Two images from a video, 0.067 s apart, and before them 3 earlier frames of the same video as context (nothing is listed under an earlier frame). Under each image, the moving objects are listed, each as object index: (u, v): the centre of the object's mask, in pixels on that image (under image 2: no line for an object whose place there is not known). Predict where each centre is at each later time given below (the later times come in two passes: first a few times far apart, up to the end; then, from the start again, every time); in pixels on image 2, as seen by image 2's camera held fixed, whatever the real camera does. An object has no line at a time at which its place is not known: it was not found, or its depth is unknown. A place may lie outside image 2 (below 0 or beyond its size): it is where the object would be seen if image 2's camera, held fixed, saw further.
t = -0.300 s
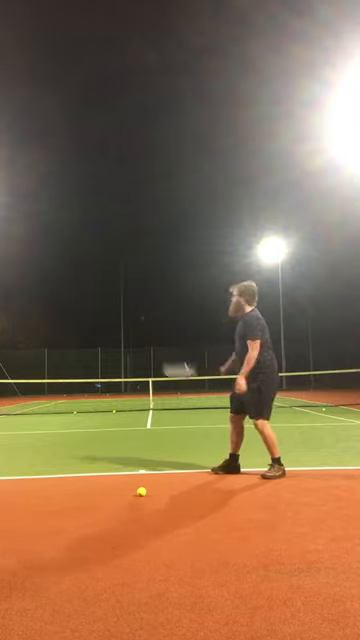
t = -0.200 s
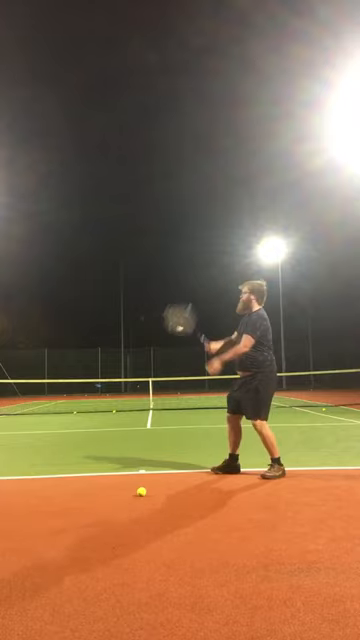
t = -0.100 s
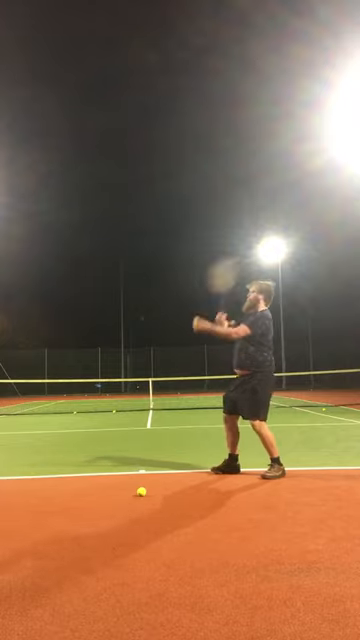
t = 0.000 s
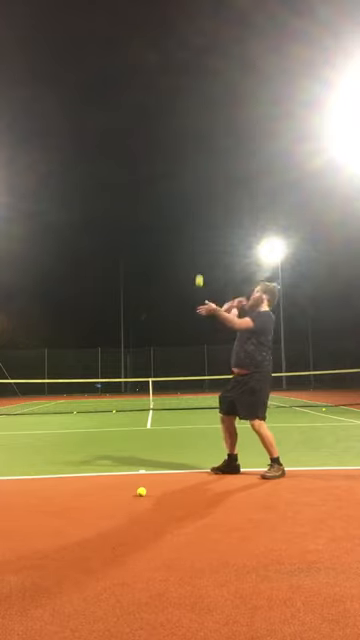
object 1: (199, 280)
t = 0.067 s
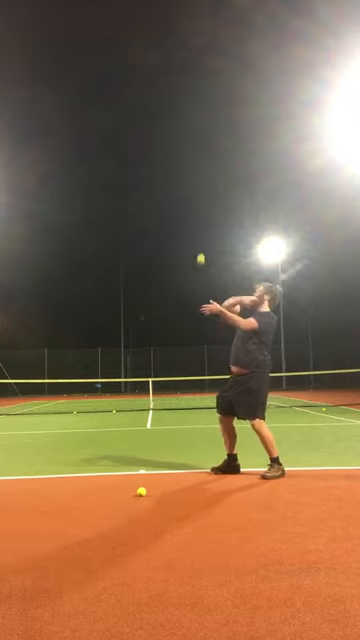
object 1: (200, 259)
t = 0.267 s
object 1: (206, 222)
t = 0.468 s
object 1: (212, 225)
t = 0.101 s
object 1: (201, 250)
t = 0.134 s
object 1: (202, 242)
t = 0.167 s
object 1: (203, 235)
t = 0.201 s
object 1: (204, 229)
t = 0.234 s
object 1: (205, 225)
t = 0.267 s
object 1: (206, 222)
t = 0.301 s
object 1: (207, 219)
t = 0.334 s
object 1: (208, 218)
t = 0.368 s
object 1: (209, 219)
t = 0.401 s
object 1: (210, 219)
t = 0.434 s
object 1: (211, 221)
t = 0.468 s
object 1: (212, 225)
